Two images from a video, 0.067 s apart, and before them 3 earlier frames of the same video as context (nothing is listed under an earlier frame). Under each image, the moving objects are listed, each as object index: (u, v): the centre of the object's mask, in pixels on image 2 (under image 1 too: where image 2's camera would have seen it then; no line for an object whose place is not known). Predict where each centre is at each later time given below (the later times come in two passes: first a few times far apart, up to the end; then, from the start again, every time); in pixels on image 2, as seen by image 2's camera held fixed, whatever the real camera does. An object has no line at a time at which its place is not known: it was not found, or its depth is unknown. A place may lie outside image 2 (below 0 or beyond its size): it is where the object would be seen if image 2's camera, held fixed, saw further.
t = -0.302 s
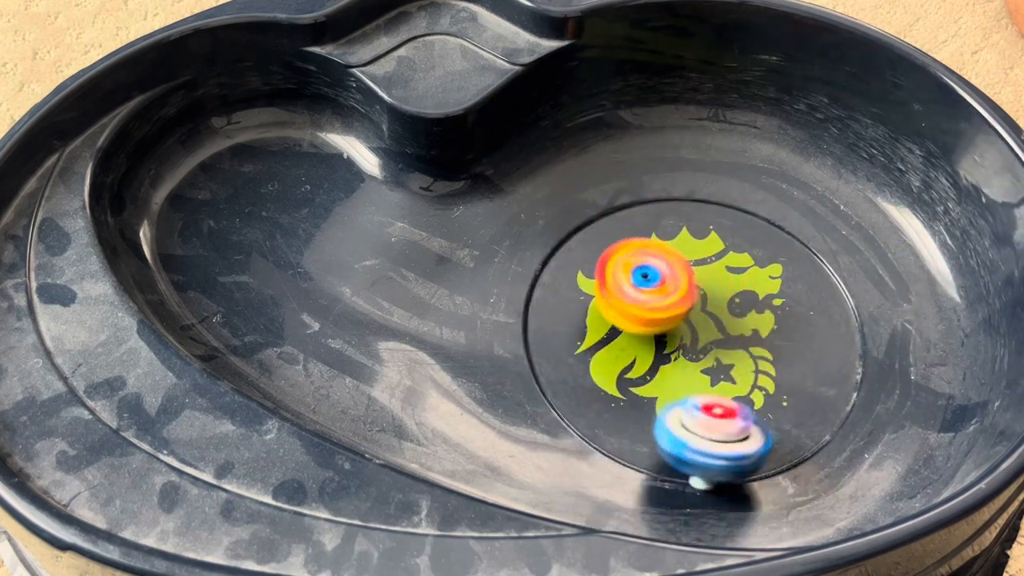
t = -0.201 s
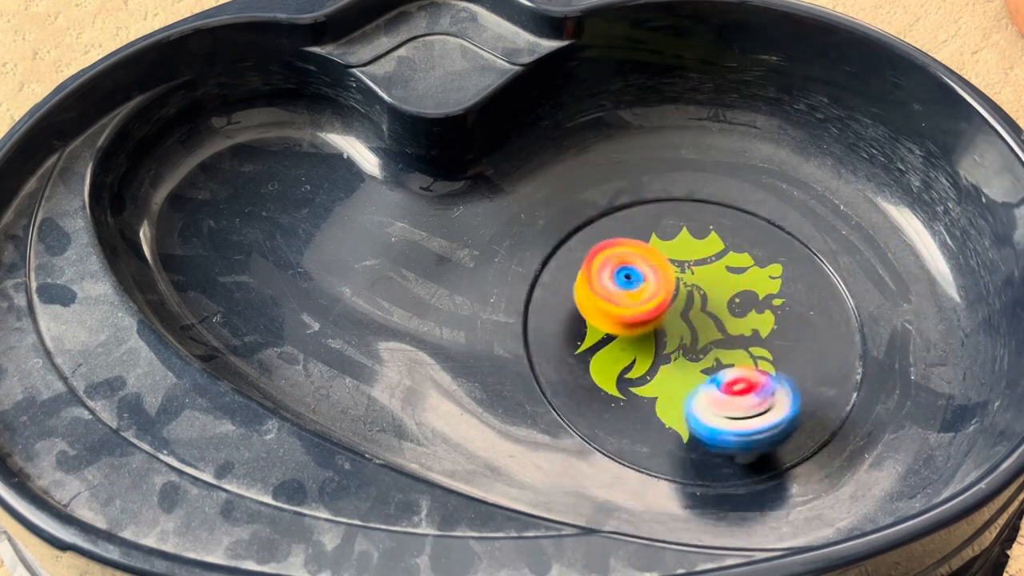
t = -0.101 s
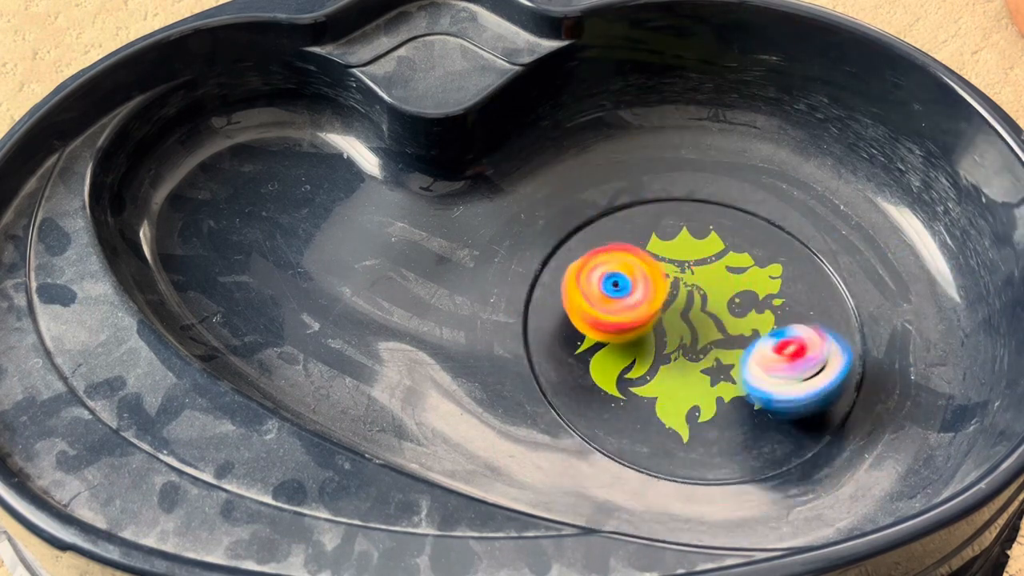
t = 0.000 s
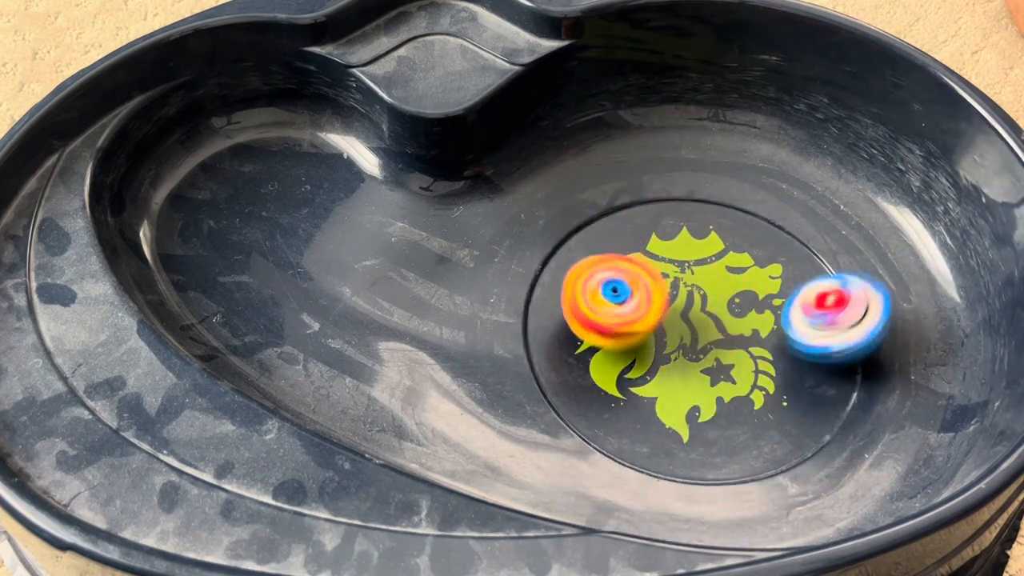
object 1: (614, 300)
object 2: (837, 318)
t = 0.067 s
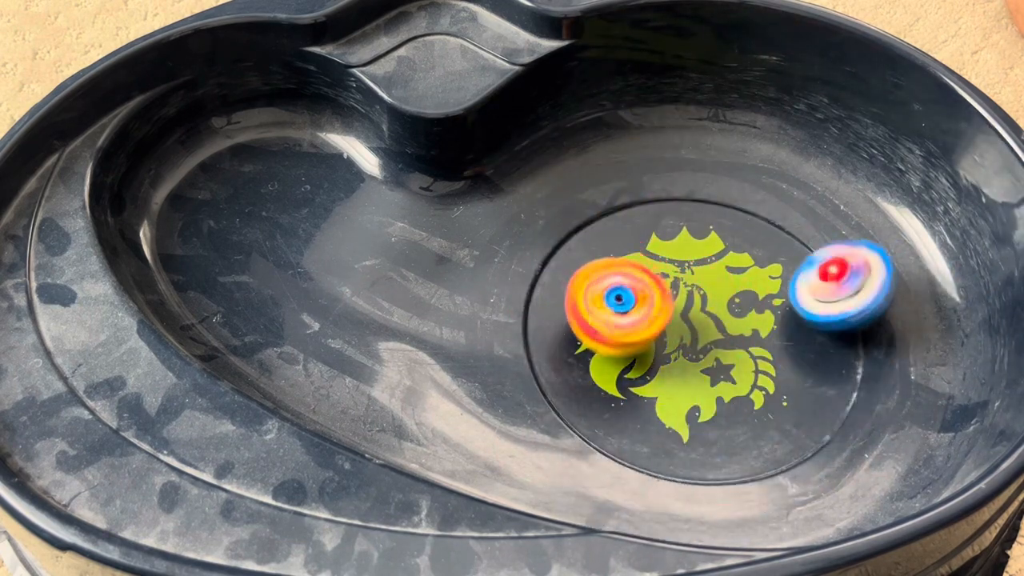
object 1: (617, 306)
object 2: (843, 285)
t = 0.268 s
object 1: (654, 317)
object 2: (759, 234)
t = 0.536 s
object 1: (722, 308)
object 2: (616, 195)
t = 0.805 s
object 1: (744, 282)
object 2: (577, 301)
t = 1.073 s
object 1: (710, 279)
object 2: (678, 433)
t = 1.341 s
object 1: (670, 316)
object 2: (840, 360)
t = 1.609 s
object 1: (669, 353)
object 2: (783, 228)
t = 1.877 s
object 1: (692, 349)
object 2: (621, 217)
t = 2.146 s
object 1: (700, 304)
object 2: (566, 340)
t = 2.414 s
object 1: (686, 266)
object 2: (725, 421)
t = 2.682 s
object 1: (673, 264)
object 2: (810, 306)
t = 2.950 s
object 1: (682, 297)
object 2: (689, 213)
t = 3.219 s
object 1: (707, 333)
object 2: (574, 292)
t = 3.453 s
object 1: (729, 343)
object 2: (647, 402)
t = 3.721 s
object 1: (735, 265)
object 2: (771, 418)
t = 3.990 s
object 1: (655, 250)
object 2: (763, 344)
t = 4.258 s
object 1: (590, 292)
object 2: (786, 290)
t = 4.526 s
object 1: (600, 339)
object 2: (779, 284)
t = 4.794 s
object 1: (687, 347)
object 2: (775, 287)
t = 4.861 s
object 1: (713, 341)
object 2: (778, 283)
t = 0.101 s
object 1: (622, 309)
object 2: (835, 276)
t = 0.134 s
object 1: (625, 311)
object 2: (823, 271)
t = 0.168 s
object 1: (631, 314)
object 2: (807, 266)
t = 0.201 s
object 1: (637, 316)
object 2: (792, 258)
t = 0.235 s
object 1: (646, 317)
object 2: (775, 248)
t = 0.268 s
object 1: (654, 317)
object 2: (759, 234)
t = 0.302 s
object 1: (662, 318)
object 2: (739, 222)
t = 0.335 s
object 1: (671, 318)
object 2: (717, 208)
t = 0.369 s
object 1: (680, 318)
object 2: (695, 199)
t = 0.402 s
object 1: (689, 317)
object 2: (674, 189)
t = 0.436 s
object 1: (697, 315)
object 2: (657, 188)
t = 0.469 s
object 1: (707, 313)
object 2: (643, 189)
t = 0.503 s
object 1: (715, 311)
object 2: (630, 191)
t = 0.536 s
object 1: (722, 308)
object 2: (616, 195)
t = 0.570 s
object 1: (728, 305)
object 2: (601, 200)
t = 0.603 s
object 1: (734, 301)
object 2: (590, 209)
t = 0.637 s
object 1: (739, 297)
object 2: (580, 219)
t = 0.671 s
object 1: (742, 294)
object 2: (574, 231)
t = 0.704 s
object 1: (744, 290)
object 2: (572, 247)
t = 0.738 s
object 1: (745, 287)
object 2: (573, 263)
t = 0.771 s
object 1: (745, 284)
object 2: (575, 280)
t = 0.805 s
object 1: (744, 282)
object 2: (577, 301)
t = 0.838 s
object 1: (742, 279)
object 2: (582, 325)
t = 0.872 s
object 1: (739, 278)
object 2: (590, 350)
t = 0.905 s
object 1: (737, 276)
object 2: (600, 372)
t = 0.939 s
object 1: (732, 276)
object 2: (615, 395)
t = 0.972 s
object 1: (727, 275)
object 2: (630, 415)
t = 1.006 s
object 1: (721, 276)
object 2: (647, 427)
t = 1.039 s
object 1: (717, 277)
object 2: (663, 433)
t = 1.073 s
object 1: (710, 279)
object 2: (678, 433)
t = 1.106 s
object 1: (703, 281)
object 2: (693, 430)
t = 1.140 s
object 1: (697, 284)
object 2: (711, 424)
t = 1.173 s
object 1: (692, 289)
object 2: (735, 419)
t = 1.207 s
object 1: (686, 294)
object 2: (762, 411)
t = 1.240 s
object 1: (681, 299)
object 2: (787, 402)
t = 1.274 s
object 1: (676, 305)
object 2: (807, 390)
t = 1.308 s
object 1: (673, 310)
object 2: (827, 376)
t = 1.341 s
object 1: (670, 316)
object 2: (840, 360)
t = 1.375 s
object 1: (668, 321)
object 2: (842, 343)
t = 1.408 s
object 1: (667, 328)
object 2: (841, 325)
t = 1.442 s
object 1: (666, 333)
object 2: (840, 306)
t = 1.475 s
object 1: (665, 338)
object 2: (836, 288)
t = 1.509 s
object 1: (666, 343)
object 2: (823, 271)
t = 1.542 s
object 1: (667, 347)
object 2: (810, 255)
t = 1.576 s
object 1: (668, 350)
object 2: (798, 240)
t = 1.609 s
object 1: (669, 353)
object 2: (783, 228)
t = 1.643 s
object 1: (670, 355)
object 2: (766, 219)
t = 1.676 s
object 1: (673, 356)
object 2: (748, 212)
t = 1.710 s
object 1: (676, 357)
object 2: (729, 203)
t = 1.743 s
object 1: (679, 357)
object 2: (705, 197)
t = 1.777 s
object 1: (681, 356)
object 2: (681, 193)
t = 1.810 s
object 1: (685, 355)
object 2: (657, 200)
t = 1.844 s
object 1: (689, 353)
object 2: (638, 209)
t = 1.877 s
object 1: (692, 349)
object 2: (621, 217)
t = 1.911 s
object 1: (695, 345)
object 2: (606, 226)
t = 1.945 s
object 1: (697, 340)
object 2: (590, 235)
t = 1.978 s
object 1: (699, 334)
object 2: (577, 251)
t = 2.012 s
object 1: (700, 328)
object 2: (568, 268)
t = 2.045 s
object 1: (701, 322)
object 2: (562, 286)
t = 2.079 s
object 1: (700, 316)
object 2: (560, 304)
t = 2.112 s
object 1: (701, 310)
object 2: (560, 322)
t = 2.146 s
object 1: (700, 304)
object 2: (566, 340)
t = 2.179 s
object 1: (699, 298)
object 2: (576, 359)
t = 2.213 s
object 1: (698, 293)
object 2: (590, 377)
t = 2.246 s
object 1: (697, 287)
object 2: (609, 393)
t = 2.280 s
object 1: (694, 281)
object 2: (629, 406)
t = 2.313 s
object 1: (692, 277)
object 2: (651, 415)
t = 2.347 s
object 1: (689, 271)
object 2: (674, 421)
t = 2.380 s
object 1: (687, 269)
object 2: (699, 423)
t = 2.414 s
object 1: (686, 266)
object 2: (725, 421)
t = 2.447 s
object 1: (684, 263)
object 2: (748, 415)
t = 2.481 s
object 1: (681, 261)
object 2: (769, 405)
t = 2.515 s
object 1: (680, 261)
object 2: (785, 393)
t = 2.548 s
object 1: (678, 260)
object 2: (798, 378)
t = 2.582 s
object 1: (676, 260)
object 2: (806, 361)
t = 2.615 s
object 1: (675, 261)
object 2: (812, 343)
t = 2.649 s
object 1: (674, 262)
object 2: (813, 324)
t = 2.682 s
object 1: (673, 264)
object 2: (810, 306)
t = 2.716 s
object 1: (675, 267)
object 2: (802, 286)
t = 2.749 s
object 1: (673, 269)
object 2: (791, 269)
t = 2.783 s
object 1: (674, 272)
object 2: (780, 255)
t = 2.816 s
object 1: (673, 277)
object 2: (766, 242)
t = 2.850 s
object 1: (674, 282)
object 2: (750, 231)
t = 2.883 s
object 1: (677, 287)
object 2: (730, 221)
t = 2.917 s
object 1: (679, 292)
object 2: (710, 215)
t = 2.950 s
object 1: (682, 297)
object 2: (689, 213)
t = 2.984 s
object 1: (684, 301)
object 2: (668, 213)
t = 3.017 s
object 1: (686, 306)
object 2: (648, 218)
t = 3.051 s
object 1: (688, 311)
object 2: (630, 225)
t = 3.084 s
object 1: (692, 316)
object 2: (613, 235)
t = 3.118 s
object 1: (697, 322)
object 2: (599, 247)
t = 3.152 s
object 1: (700, 326)
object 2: (587, 260)
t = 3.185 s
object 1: (703, 329)
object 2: (580, 276)
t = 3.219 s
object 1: (707, 333)
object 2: (574, 292)
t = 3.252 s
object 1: (709, 337)
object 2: (573, 310)
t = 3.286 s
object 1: (715, 340)
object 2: (576, 327)
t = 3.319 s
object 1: (720, 342)
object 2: (584, 346)
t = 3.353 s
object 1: (723, 343)
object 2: (594, 363)
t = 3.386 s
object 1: (725, 343)
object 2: (608, 378)
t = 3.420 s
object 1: (726, 343)
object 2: (627, 391)
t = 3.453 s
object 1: (729, 343)
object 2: (647, 402)
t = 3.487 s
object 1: (731, 341)
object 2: (669, 410)
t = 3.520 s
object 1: (739, 329)
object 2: (683, 428)
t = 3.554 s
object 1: (745, 317)
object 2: (699, 438)
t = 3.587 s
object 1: (746, 307)
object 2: (716, 443)
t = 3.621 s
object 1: (747, 297)
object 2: (734, 433)
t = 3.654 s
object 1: (746, 286)
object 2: (745, 433)
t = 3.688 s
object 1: (742, 275)
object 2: (762, 422)
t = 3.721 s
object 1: (735, 265)
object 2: (771, 418)
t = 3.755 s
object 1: (726, 257)
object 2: (776, 414)
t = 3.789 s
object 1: (717, 250)
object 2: (783, 398)
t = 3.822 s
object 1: (708, 246)
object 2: (786, 388)
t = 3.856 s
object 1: (697, 242)
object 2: (787, 380)
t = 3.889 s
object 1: (687, 241)
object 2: (783, 372)
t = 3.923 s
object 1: (675, 242)
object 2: (776, 361)
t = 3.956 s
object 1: (664, 245)
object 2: (770, 352)
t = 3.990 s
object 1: (655, 250)
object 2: (763, 344)
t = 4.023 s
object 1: (649, 256)
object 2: (756, 333)
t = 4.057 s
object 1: (644, 263)
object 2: (747, 325)
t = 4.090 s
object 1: (638, 271)
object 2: (738, 312)
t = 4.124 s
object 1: (626, 277)
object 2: (747, 305)
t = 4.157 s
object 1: (613, 280)
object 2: (761, 302)
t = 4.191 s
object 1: (605, 283)
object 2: (771, 299)
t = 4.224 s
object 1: (597, 288)
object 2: (779, 296)
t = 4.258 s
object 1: (590, 292)
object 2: (786, 290)
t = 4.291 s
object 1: (584, 297)
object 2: (790, 287)
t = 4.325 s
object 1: (579, 304)
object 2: (791, 285)
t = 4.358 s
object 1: (580, 310)
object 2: (792, 281)
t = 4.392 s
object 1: (578, 315)
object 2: (789, 282)
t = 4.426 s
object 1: (581, 324)
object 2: (786, 282)
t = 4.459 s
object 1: (587, 329)
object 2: (783, 281)
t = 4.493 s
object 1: (591, 333)
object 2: (781, 282)
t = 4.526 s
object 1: (600, 339)
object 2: (779, 284)
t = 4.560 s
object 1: (610, 342)
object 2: (777, 286)
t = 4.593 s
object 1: (618, 344)
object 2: (775, 287)
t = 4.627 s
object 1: (629, 349)
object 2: (775, 287)
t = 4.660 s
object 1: (641, 348)
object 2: (775, 287)
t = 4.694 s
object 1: (653, 349)
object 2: (775, 287)
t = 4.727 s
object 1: (667, 349)
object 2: (775, 287)
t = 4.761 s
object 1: (676, 347)
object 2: (775, 287)
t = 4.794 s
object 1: (687, 347)
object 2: (775, 287)
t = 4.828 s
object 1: (703, 345)
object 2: (776, 285)
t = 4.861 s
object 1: (713, 341)
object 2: (778, 283)
